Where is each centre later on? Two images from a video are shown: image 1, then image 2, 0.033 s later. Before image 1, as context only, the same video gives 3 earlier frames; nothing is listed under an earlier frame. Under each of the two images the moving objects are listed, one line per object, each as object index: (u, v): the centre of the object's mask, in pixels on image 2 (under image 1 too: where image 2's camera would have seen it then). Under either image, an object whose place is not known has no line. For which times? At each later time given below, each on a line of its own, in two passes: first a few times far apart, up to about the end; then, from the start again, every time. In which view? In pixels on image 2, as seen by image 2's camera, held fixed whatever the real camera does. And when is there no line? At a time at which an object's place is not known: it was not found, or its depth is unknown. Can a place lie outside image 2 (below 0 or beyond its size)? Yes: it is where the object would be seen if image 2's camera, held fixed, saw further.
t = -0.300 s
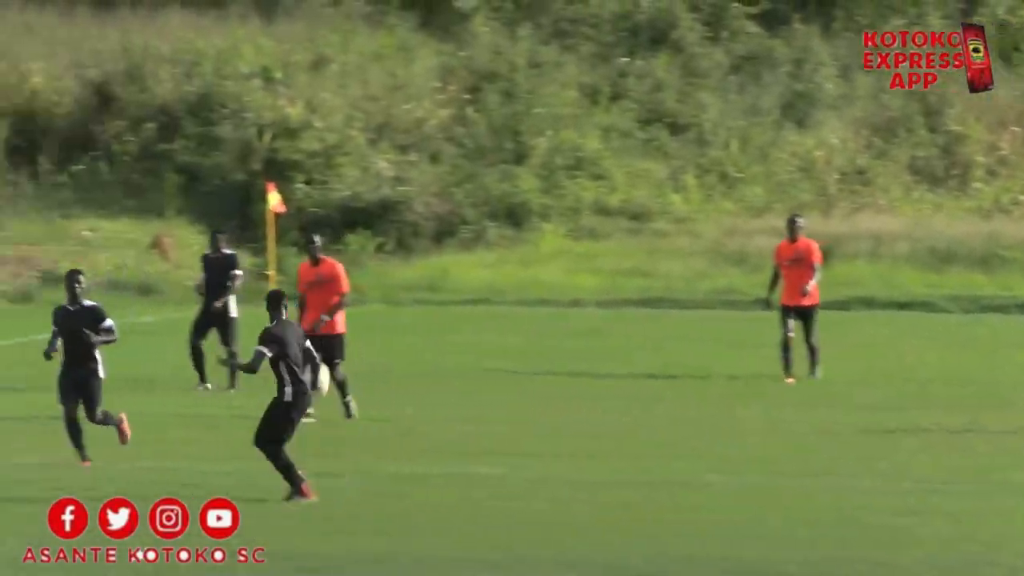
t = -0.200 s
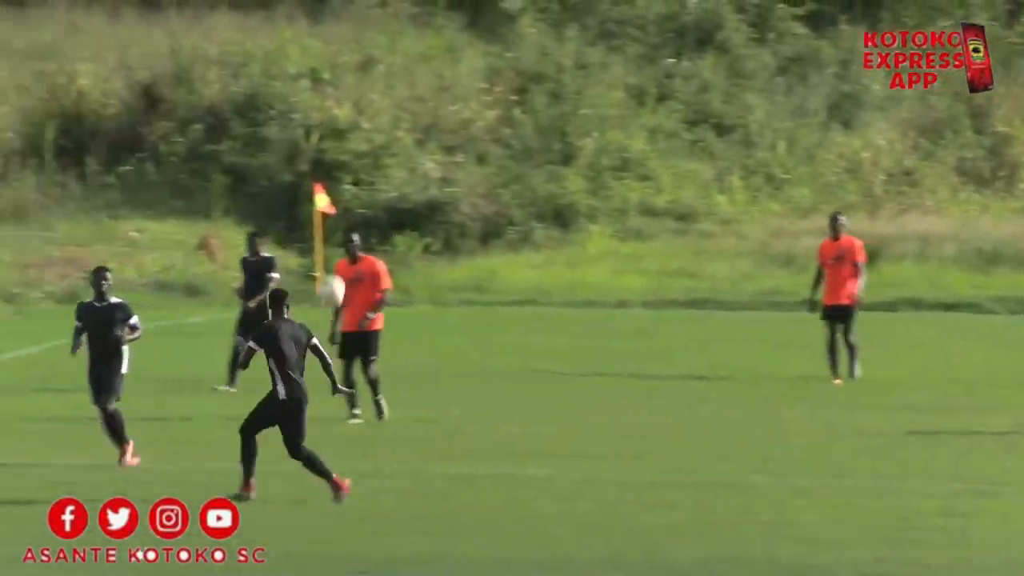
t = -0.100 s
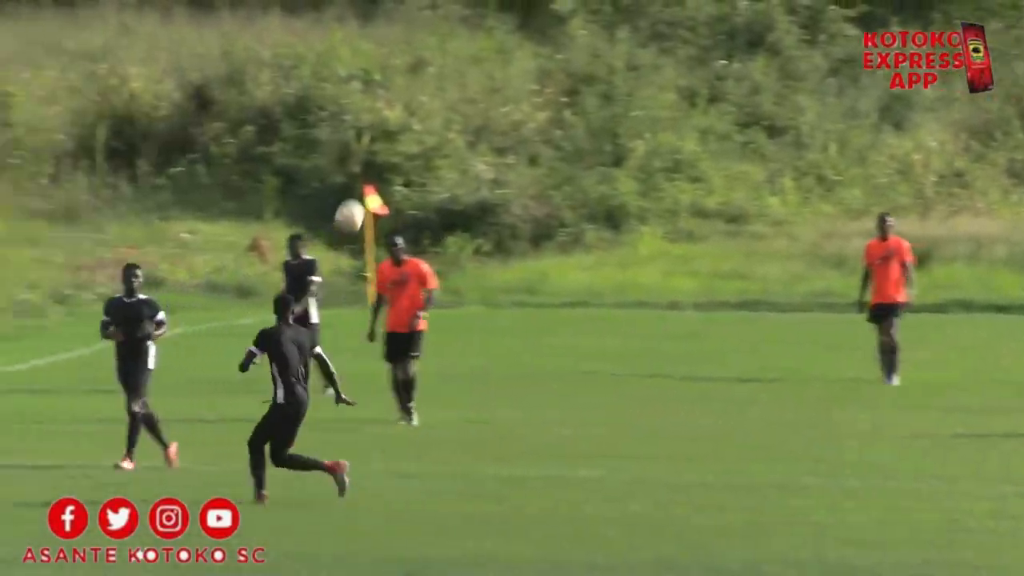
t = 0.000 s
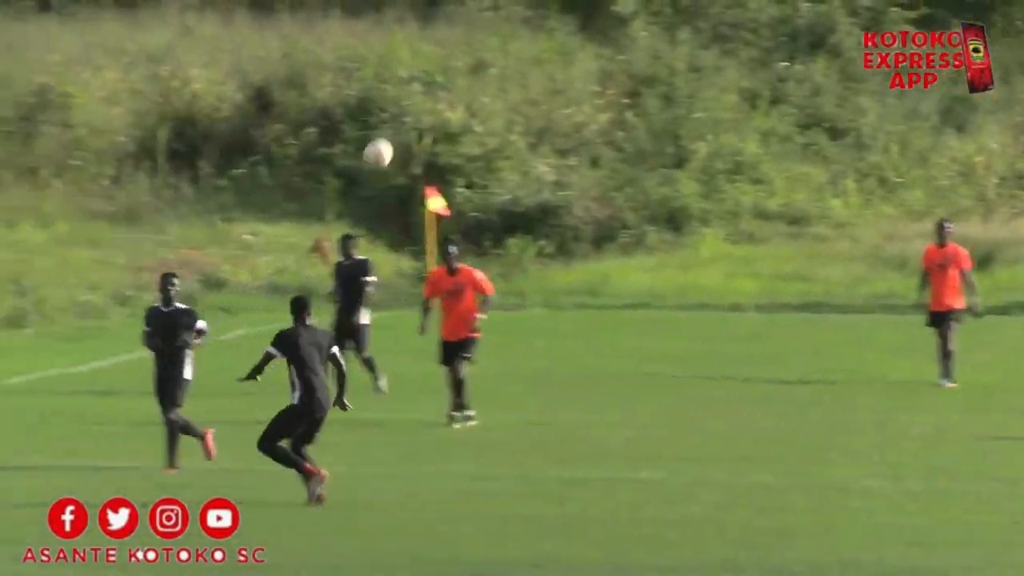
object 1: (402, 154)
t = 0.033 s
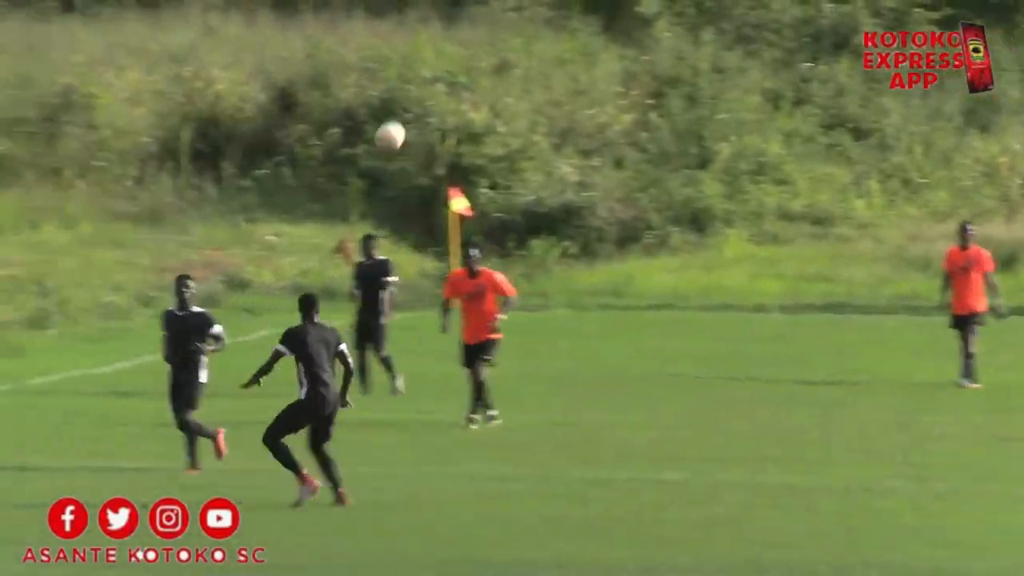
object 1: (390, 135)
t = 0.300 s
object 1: (297, 36)
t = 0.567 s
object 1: (202, 27)
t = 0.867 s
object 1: (86, 132)
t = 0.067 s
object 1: (378, 117)
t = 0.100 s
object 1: (366, 104)
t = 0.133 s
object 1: (356, 87)
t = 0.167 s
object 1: (344, 74)
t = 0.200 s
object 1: (332, 61)
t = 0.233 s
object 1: (320, 51)
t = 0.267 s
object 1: (307, 43)
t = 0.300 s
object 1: (297, 36)
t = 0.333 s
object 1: (286, 29)
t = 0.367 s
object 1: (274, 25)
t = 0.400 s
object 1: (263, 21)
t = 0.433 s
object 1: (251, 19)
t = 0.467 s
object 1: (239, 19)
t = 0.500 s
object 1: (227, 20)
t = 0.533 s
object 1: (215, 23)
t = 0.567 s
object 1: (202, 27)
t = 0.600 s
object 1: (190, 33)
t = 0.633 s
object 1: (177, 39)
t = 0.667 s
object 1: (164, 48)
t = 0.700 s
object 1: (152, 58)
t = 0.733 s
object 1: (139, 70)
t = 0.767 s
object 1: (125, 84)
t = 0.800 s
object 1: (114, 98)
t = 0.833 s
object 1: (99, 113)
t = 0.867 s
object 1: (86, 132)
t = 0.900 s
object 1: (73, 151)
